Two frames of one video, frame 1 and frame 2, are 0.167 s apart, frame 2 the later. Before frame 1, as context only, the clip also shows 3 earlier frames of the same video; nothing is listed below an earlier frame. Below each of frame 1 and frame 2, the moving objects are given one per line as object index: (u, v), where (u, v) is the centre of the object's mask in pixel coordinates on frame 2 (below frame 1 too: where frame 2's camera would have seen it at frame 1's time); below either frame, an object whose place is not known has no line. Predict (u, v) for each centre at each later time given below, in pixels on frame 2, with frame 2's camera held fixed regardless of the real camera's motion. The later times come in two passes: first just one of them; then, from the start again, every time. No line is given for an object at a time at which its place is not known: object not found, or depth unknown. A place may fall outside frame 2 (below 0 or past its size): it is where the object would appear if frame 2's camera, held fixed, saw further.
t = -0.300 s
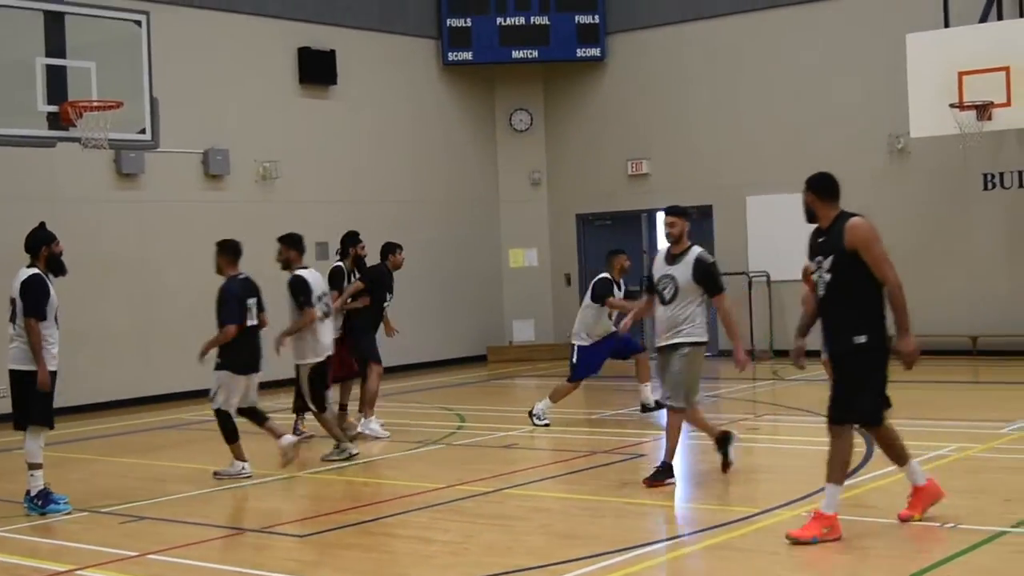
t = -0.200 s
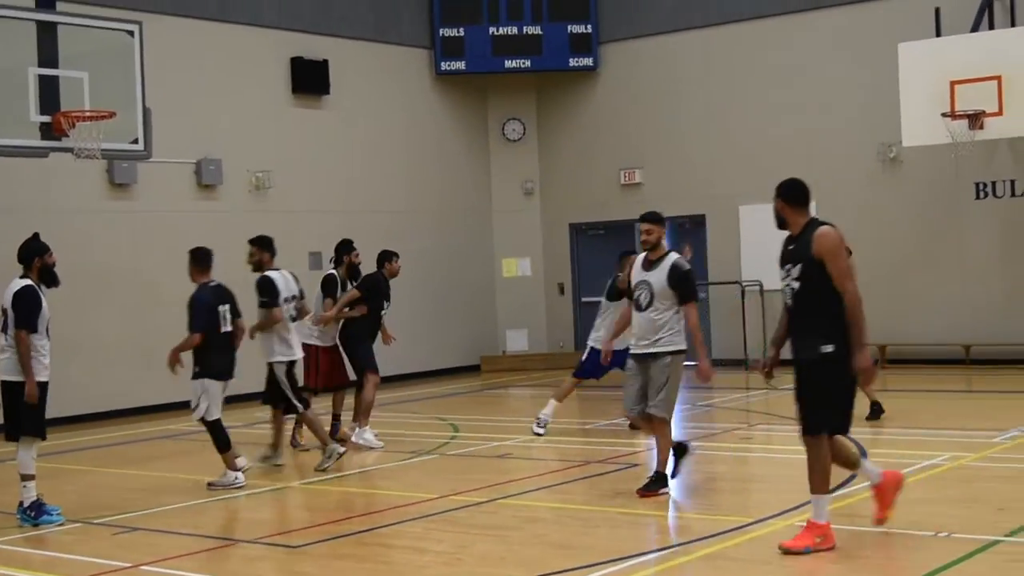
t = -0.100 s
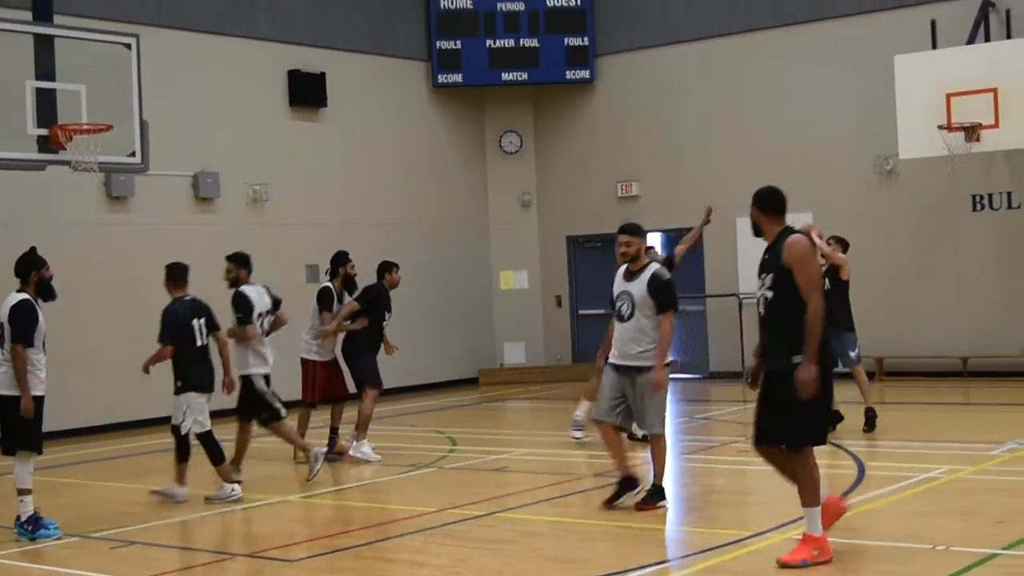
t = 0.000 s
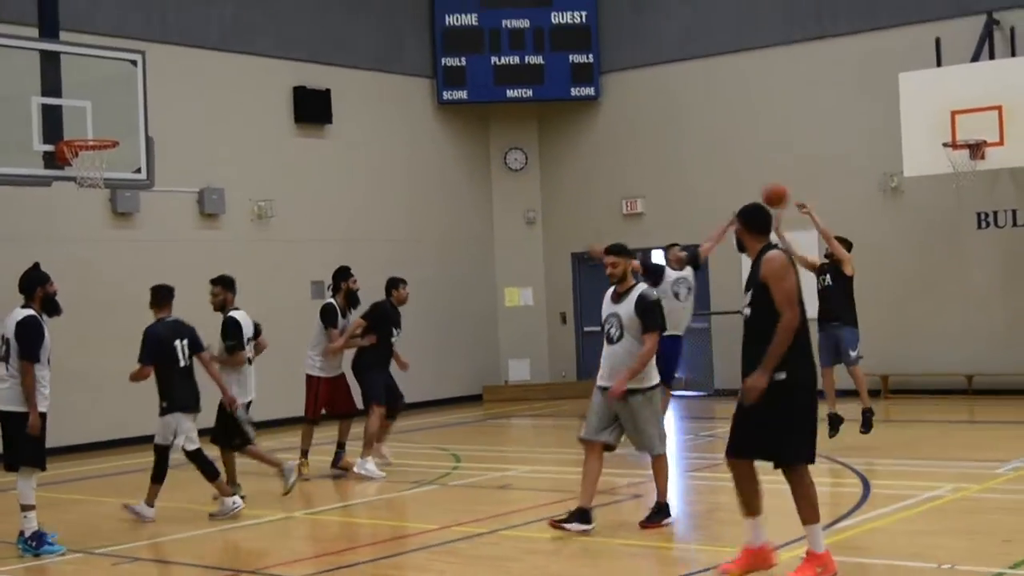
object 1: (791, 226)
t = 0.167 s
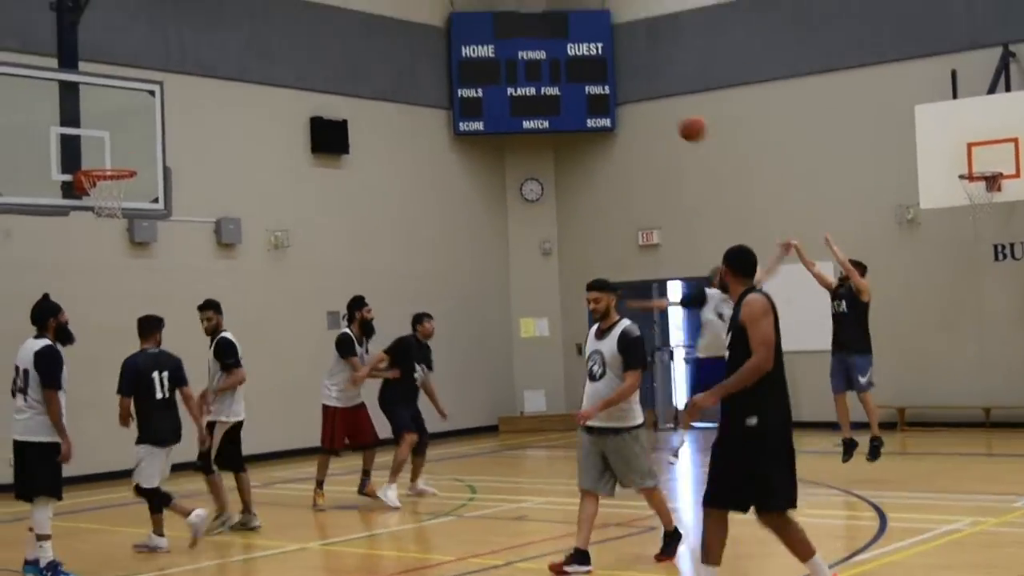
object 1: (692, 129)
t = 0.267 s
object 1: (632, 82)
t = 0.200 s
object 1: (672, 112)
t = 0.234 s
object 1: (652, 97)
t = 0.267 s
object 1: (632, 82)
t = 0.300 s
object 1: (613, 69)
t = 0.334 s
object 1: (595, 59)
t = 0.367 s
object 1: (574, 47)
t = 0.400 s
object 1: (556, 38)
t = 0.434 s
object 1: (536, 29)
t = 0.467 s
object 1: (517, 22)
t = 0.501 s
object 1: (498, 17)
